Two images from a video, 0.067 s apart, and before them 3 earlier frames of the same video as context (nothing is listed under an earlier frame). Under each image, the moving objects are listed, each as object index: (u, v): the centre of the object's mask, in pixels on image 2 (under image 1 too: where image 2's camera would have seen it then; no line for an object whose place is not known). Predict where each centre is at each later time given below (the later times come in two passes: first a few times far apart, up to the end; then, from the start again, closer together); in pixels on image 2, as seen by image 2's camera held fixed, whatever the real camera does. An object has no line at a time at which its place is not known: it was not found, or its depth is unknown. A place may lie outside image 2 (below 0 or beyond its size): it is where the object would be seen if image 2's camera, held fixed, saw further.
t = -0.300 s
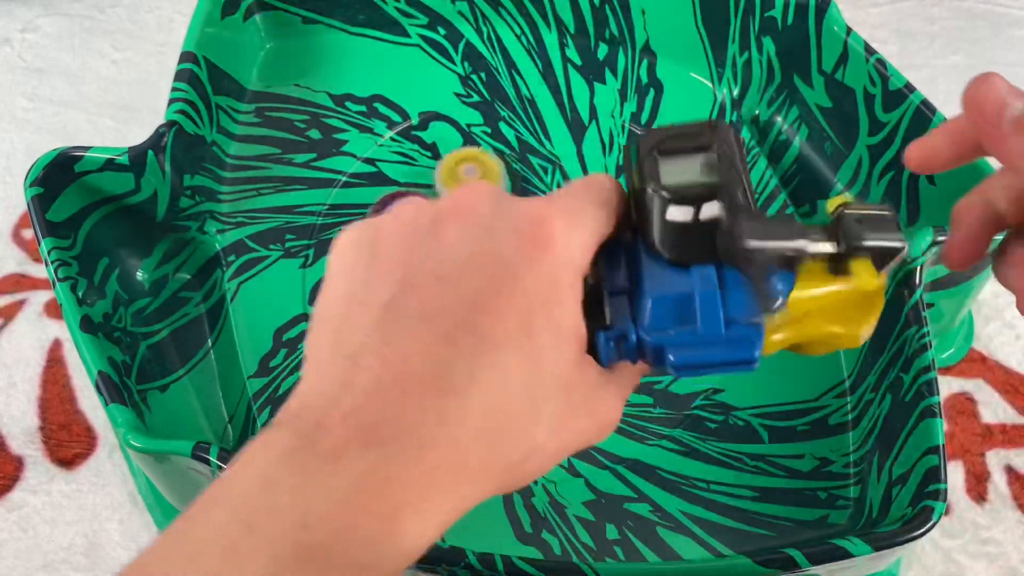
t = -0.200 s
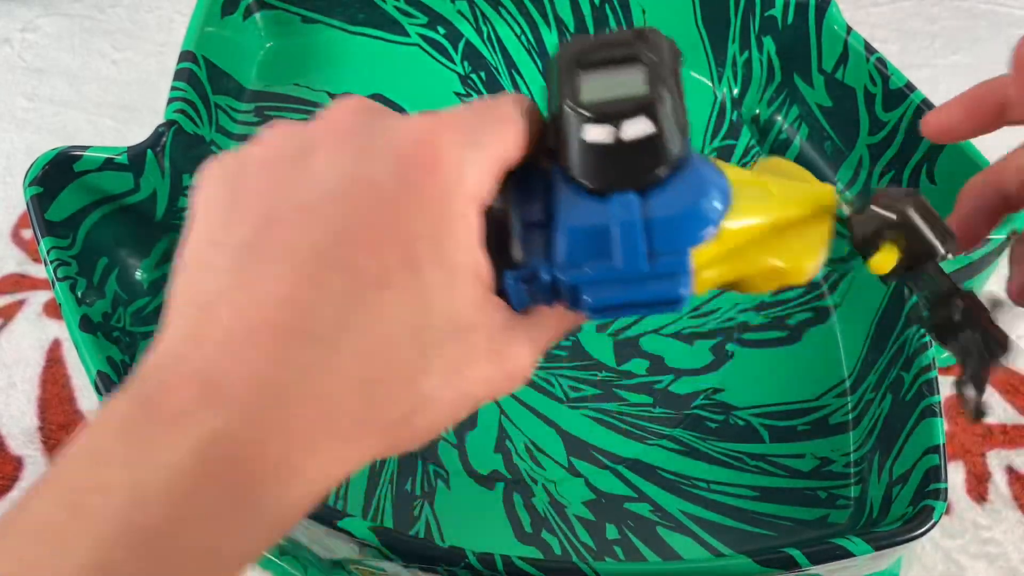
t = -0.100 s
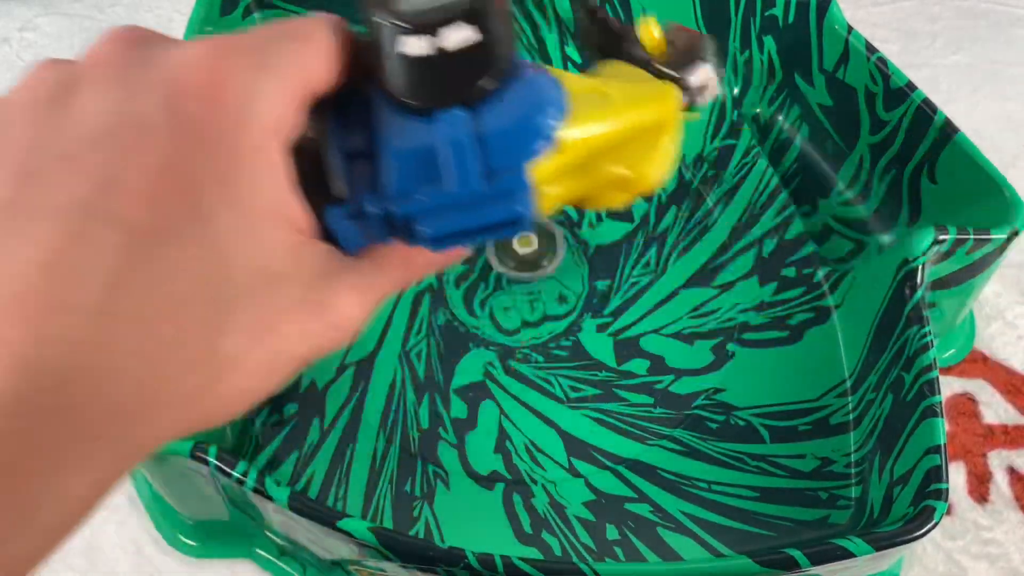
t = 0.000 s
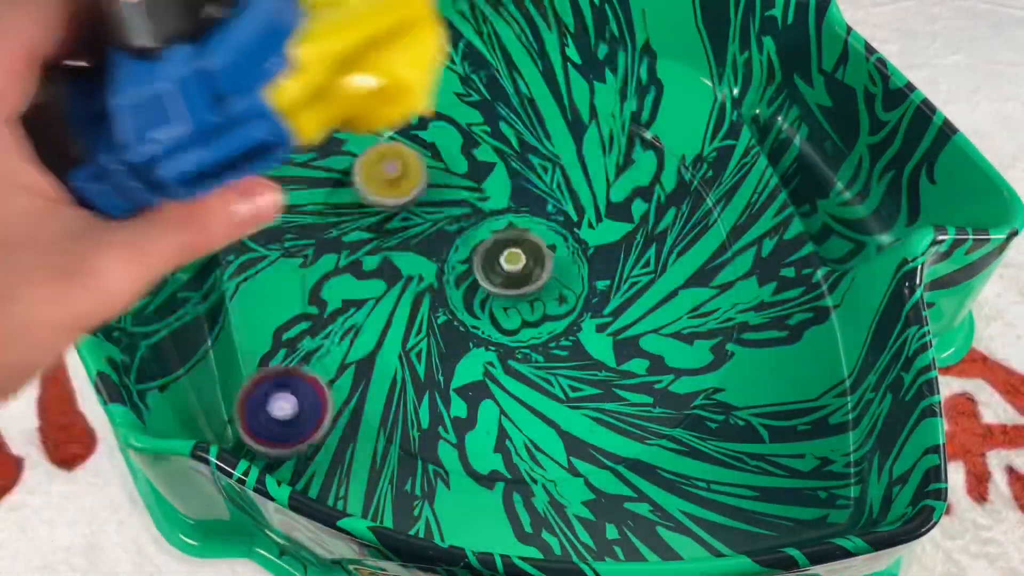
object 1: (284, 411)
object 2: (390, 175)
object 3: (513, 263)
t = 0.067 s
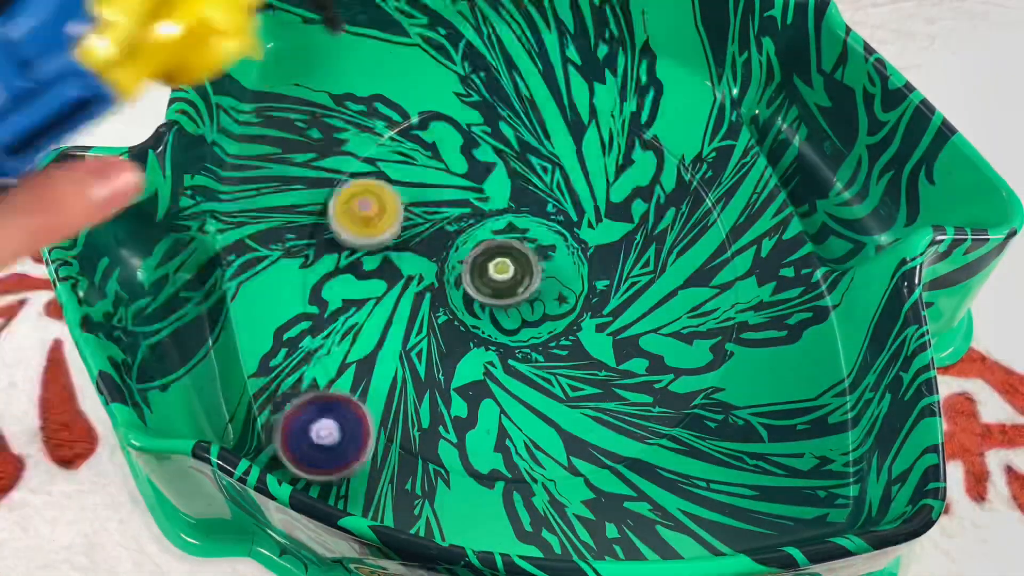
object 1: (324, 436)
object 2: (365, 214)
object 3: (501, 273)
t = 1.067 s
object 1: (599, 135)
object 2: (446, 232)
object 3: (331, 211)
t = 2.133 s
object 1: (386, 428)
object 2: (539, 126)
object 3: (726, 272)
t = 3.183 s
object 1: (539, 382)
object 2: (166, 281)
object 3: (363, 390)
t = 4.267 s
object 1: (498, 378)
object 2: (181, 307)
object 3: (461, 233)
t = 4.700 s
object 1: (524, 338)
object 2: (179, 294)
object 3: (453, 252)
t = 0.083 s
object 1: (337, 441)
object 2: (363, 225)
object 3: (498, 275)
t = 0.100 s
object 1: (349, 445)
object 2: (362, 236)
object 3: (496, 277)
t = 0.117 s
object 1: (363, 449)
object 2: (362, 247)
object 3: (493, 280)
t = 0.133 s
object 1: (377, 452)
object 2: (363, 259)
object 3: (490, 282)
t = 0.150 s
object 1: (389, 453)
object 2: (365, 270)
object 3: (486, 285)
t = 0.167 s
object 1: (403, 454)
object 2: (370, 281)
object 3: (484, 287)
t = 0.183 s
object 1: (416, 453)
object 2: (375, 292)
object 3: (482, 290)
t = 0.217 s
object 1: (442, 450)
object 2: (390, 312)
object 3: (476, 294)
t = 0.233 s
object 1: (455, 449)
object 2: (396, 322)
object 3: (477, 296)
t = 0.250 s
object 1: (468, 446)
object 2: (396, 331)
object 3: (491, 296)
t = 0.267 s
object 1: (481, 441)
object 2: (400, 340)
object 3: (504, 297)
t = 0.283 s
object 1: (495, 437)
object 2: (407, 349)
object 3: (516, 296)
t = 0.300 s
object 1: (507, 432)
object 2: (415, 356)
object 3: (527, 295)
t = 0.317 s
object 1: (520, 425)
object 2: (424, 362)
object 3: (539, 294)
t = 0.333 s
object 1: (531, 418)
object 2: (436, 368)
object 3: (549, 294)
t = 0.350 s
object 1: (542, 411)
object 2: (449, 372)
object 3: (557, 293)
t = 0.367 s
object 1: (553, 402)
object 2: (463, 375)
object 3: (566, 292)
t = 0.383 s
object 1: (562, 394)
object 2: (476, 377)
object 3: (573, 291)
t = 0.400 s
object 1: (578, 388)
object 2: (484, 375)
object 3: (579, 290)
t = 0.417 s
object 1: (595, 381)
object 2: (493, 374)
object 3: (584, 289)
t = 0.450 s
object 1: (624, 364)
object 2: (514, 368)
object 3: (591, 287)
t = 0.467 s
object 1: (636, 356)
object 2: (524, 364)
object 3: (593, 285)
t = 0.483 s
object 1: (647, 346)
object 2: (533, 359)
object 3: (594, 283)
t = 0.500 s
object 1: (658, 338)
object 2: (542, 353)
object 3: (593, 281)
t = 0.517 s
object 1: (673, 337)
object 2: (550, 347)
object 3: (587, 270)
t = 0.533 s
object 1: (685, 336)
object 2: (558, 338)
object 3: (581, 258)
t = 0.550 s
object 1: (696, 332)
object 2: (563, 331)
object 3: (574, 247)
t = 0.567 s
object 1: (708, 328)
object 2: (568, 323)
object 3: (568, 238)
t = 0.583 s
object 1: (716, 324)
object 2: (571, 314)
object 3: (562, 229)
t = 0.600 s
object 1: (724, 319)
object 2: (574, 304)
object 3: (555, 221)
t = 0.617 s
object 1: (730, 314)
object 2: (576, 294)
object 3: (549, 214)
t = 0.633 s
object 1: (734, 307)
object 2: (576, 284)
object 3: (543, 208)
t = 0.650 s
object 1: (737, 300)
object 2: (576, 275)
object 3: (537, 202)
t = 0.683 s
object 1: (739, 286)
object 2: (571, 256)
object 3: (525, 193)
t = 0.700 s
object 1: (738, 278)
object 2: (568, 247)
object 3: (520, 190)
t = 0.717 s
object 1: (735, 269)
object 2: (567, 243)
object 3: (511, 182)
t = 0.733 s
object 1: (732, 261)
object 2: (566, 238)
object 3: (501, 173)
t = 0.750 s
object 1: (727, 253)
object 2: (563, 233)
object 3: (491, 165)
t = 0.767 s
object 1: (723, 245)
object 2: (559, 228)
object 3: (481, 158)
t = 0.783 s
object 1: (718, 237)
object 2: (555, 222)
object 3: (471, 151)
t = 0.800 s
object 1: (712, 229)
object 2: (550, 217)
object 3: (460, 145)
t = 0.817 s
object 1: (706, 221)
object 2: (544, 213)
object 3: (447, 139)
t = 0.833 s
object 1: (700, 215)
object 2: (537, 208)
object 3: (436, 135)
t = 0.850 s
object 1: (694, 208)
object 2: (530, 205)
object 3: (424, 131)
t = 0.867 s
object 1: (687, 201)
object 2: (523, 202)
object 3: (412, 128)
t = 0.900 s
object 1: (674, 188)
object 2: (509, 200)
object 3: (388, 126)
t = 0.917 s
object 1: (667, 181)
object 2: (501, 200)
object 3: (379, 129)
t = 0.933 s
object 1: (659, 175)
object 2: (493, 200)
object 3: (371, 135)
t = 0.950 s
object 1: (652, 170)
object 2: (485, 202)
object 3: (362, 140)
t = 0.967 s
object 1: (644, 164)
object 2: (478, 204)
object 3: (354, 146)
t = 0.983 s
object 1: (637, 159)
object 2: (472, 208)
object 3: (347, 155)
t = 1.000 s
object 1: (630, 154)
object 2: (465, 212)
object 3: (343, 164)
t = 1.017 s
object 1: (622, 149)
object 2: (459, 216)
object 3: (338, 174)
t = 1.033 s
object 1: (614, 144)
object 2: (454, 221)
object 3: (335, 186)
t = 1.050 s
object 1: (606, 139)
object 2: (450, 227)
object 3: (332, 200)
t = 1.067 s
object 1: (599, 135)
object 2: (446, 232)
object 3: (331, 211)
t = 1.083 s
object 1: (591, 132)
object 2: (444, 239)
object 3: (331, 222)
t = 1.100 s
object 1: (582, 128)
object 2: (442, 246)
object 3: (331, 233)
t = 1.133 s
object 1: (566, 122)
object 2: (442, 260)
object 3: (334, 253)
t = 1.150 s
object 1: (558, 120)
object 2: (443, 268)
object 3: (336, 263)
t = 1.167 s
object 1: (549, 119)
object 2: (446, 275)
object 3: (339, 272)
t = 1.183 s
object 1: (541, 117)
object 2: (449, 282)
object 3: (343, 281)
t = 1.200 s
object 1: (533, 116)
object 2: (454, 288)
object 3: (346, 288)
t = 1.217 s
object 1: (524, 116)
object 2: (459, 294)
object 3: (351, 296)
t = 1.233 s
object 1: (516, 116)
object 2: (465, 299)
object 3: (355, 302)
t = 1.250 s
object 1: (507, 116)
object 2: (471, 304)
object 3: (360, 309)
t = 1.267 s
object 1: (499, 117)
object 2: (479, 308)
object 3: (365, 314)
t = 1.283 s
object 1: (491, 119)
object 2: (487, 311)
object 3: (370, 320)
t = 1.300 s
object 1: (483, 121)
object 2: (495, 313)
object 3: (375, 324)
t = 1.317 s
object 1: (475, 123)
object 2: (502, 315)
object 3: (380, 328)
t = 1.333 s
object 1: (468, 125)
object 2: (511, 316)
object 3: (386, 332)
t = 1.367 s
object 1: (453, 133)
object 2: (528, 315)
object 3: (397, 338)
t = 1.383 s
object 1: (446, 137)
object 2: (536, 313)
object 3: (401, 341)
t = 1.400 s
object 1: (440, 142)
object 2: (544, 311)
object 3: (406, 343)
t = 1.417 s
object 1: (434, 147)
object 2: (551, 307)
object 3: (411, 344)
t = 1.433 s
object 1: (428, 152)
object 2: (558, 303)
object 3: (416, 346)
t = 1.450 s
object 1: (422, 159)
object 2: (564, 299)
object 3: (420, 348)
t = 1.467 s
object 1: (417, 165)
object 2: (569, 293)
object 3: (425, 349)
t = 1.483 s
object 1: (412, 173)
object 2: (574, 287)
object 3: (430, 350)
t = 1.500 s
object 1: (409, 180)
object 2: (577, 281)
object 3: (434, 351)
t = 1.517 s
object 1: (405, 187)
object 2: (580, 274)
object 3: (439, 352)
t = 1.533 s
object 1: (402, 195)
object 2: (582, 268)
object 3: (443, 353)
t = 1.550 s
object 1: (400, 203)
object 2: (583, 261)
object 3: (447, 353)
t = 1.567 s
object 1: (398, 212)
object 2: (583, 254)
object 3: (452, 353)
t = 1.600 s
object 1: (398, 228)
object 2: (580, 241)
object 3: (461, 351)
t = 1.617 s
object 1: (398, 237)
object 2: (578, 235)
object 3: (465, 349)
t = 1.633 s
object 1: (399, 245)
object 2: (575, 229)
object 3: (469, 348)
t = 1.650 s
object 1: (401, 253)
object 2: (571, 223)
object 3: (472, 346)
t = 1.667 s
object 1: (403, 262)
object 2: (566, 218)
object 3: (476, 345)
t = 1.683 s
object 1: (407, 270)
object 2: (561, 213)
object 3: (479, 344)
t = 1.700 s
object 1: (411, 278)
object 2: (555, 209)
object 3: (482, 342)
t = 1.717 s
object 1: (415, 286)
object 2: (549, 205)
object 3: (486, 340)
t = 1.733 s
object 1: (418, 292)
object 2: (543, 202)
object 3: (491, 342)
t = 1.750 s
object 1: (413, 289)
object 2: (536, 200)
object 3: (509, 353)
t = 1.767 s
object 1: (408, 285)
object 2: (528, 199)
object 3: (527, 362)
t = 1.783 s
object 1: (404, 283)
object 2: (521, 198)
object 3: (544, 370)
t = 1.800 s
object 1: (402, 280)
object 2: (514, 198)
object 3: (560, 378)
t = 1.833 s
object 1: (400, 278)
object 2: (499, 201)
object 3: (590, 389)
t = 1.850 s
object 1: (400, 278)
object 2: (493, 203)
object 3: (604, 393)
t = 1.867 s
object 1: (401, 278)
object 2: (486, 206)
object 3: (617, 395)
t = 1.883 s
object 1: (403, 278)
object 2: (480, 210)
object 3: (629, 397)
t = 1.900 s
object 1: (405, 280)
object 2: (475, 215)
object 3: (640, 397)
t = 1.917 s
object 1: (409, 281)
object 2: (470, 219)
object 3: (651, 396)
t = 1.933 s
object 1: (412, 284)
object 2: (466, 225)
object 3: (662, 394)
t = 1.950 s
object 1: (416, 287)
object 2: (463, 230)
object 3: (671, 391)
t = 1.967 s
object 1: (417, 296)
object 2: (464, 232)
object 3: (681, 386)
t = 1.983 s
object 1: (399, 322)
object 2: (484, 217)
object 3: (690, 380)
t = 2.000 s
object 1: (379, 349)
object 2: (500, 202)
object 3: (698, 373)
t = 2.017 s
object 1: (362, 374)
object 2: (514, 190)
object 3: (705, 365)
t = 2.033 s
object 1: (347, 397)
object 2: (524, 179)
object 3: (712, 354)
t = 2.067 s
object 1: (331, 436)
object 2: (538, 160)
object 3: (722, 331)
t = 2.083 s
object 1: (330, 448)
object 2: (541, 151)
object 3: (725, 317)
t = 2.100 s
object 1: (349, 437)
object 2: (543, 141)
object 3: (727, 301)
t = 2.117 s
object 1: (368, 432)
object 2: (542, 134)
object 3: (727, 287)
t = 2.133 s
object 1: (386, 428)
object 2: (539, 126)
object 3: (726, 272)
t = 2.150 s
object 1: (404, 425)
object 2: (535, 118)
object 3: (724, 257)
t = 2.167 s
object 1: (423, 423)
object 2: (531, 111)
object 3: (721, 241)
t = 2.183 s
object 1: (441, 421)
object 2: (525, 105)
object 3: (715, 224)
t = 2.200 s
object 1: (465, 413)
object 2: (518, 99)
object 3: (709, 209)
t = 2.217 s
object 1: (487, 408)
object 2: (511, 96)
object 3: (702, 192)
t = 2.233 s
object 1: (510, 402)
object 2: (504, 98)
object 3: (693, 177)
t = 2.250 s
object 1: (531, 394)
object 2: (497, 100)
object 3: (683, 161)
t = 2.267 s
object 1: (552, 385)
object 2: (490, 100)
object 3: (668, 146)
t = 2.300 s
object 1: (589, 368)
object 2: (475, 102)
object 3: (634, 125)
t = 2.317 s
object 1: (605, 358)
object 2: (468, 104)
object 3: (616, 115)
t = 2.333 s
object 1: (619, 348)
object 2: (462, 106)
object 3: (597, 106)
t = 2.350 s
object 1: (634, 336)
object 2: (456, 109)
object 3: (578, 99)
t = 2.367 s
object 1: (646, 324)
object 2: (450, 114)
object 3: (557, 95)
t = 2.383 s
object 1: (657, 313)
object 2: (445, 119)
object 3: (534, 93)
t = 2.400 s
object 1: (666, 302)
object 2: (442, 125)
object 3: (513, 92)
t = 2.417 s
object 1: (675, 291)
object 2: (421, 136)
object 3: (515, 85)
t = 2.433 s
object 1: (682, 280)
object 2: (389, 148)
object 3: (534, 75)
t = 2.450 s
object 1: (687, 269)
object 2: (359, 162)
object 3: (554, 68)
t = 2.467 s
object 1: (691, 259)
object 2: (336, 180)
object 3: (571, 61)
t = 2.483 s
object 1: (694, 250)
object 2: (314, 202)
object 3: (588, 56)
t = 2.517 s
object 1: (696, 232)
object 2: (275, 247)
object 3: (612, 69)
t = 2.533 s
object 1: (696, 223)
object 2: (261, 268)
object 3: (623, 81)
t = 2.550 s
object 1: (695, 215)
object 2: (249, 289)
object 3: (632, 90)
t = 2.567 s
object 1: (693, 207)
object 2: (241, 311)
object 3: (641, 101)
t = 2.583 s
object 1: (691, 200)
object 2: (235, 334)
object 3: (650, 112)
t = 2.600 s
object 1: (688, 193)
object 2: (230, 360)
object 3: (656, 123)
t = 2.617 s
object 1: (690, 204)
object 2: (223, 387)
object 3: (655, 117)
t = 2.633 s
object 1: (694, 219)
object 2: (221, 410)
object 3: (651, 103)
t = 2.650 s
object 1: (697, 233)
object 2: (233, 408)
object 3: (646, 91)
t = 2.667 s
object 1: (698, 249)
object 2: (227, 403)
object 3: (638, 78)
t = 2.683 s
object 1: (698, 263)
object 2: (223, 400)
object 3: (630, 68)
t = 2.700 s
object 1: (697, 279)
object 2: (220, 400)
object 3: (617, 65)
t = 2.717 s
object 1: (696, 293)
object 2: (219, 400)
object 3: (601, 67)
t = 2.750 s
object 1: (692, 319)
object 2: (221, 403)
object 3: (569, 76)
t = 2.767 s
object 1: (688, 331)
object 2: (217, 399)
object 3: (552, 81)
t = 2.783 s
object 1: (683, 343)
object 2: (214, 394)
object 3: (533, 87)
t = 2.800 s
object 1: (678, 355)
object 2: (212, 388)
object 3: (516, 94)
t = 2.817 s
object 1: (673, 364)
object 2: (210, 381)
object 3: (497, 102)
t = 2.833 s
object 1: (667, 373)
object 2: (209, 374)
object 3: (479, 111)
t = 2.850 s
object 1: (661, 381)
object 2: (207, 366)
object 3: (463, 119)
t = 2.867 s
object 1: (654, 389)
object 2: (204, 359)
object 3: (447, 127)
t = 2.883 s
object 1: (647, 395)
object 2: (200, 352)
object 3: (432, 136)
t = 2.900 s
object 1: (640, 400)
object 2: (195, 344)
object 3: (417, 145)
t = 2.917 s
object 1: (633, 405)
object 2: (189, 338)
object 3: (404, 155)
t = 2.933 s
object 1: (626, 409)
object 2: (185, 330)
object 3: (391, 165)
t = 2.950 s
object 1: (618, 412)
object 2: (182, 320)
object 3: (380, 175)
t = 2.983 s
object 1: (604, 415)
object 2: (176, 305)
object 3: (360, 197)
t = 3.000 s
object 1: (598, 415)
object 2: (175, 299)
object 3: (351, 209)
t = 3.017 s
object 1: (591, 415)
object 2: (171, 293)
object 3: (343, 221)
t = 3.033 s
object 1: (585, 414)
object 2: (168, 288)
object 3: (336, 235)
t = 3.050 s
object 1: (579, 413)
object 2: (167, 283)
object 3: (329, 250)
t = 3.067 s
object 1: (573, 410)
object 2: (163, 279)
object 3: (325, 267)
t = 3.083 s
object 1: (567, 408)
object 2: (163, 277)
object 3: (322, 283)
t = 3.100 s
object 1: (562, 404)
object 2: (164, 278)
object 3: (320, 302)
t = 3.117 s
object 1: (556, 400)
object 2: (166, 282)
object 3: (320, 320)
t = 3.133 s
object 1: (552, 396)
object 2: (167, 281)
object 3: (325, 339)
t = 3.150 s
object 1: (547, 392)
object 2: (167, 280)
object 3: (333, 357)
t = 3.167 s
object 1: (543, 386)
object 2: (167, 280)
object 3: (345, 375)
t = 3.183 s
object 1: (539, 382)
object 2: (166, 281)
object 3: (363, 390)
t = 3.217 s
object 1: (532, 371)
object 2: (167, 280)
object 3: (405, 418)
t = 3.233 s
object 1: (529, 366)
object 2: (167, 280)
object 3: (428, 432)
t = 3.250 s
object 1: (526, 360)
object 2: (167, 280)
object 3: (452, 446)
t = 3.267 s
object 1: (523, 354)
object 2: (167, 280)
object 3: (479, 456)
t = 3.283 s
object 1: (521, 349)
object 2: (167, 280)
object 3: (508, 461)
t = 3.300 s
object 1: (519, 343)
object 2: (167, 281)
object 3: (540, 465)
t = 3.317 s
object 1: (517, 337)
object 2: (167, 281)
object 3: (570, 465)
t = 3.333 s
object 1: (516, 332)
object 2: (167, 281)
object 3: (601, 462)
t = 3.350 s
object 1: (514, 326)
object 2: (167, 281)
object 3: (631, 459)
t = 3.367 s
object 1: (513, 321)
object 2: (167, 281)
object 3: (660, 455)
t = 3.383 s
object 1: (512, 316)
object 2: (167, 281)
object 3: (687, 451)
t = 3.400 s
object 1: (511, 311)
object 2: (167, 281)
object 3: (714, 445)
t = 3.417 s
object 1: (510, 307)
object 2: (167, 280)
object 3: (737, 441)
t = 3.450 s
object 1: (509, 297)
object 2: (167, 282)
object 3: (781, 430)
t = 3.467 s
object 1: (509, 294)
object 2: (167, 283)
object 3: (800, 424)
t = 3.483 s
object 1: (509, 290)
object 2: (168, 284)
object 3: (817, 418)
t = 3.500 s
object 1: (507, 286)
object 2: (168, 285)
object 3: (818, 409)
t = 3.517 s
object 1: (508, 284)
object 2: (169, 287)
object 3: (807, 398)
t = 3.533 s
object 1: (508, 281)
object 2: (170, 288)
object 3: (794, 389)
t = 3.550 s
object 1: (508, 279)
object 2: (171, 290)
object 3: (780, 381)
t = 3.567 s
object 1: (508, 277)
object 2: (172, 291)
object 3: (768, 371)
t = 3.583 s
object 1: (508, 275)
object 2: (173, 293)
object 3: (756, 362)
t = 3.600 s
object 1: (508, 274)
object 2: (173, 295)
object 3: (743, 355)
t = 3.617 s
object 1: (508, 274)
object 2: (173, 297)
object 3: (731, 346)
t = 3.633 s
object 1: (508, 274)
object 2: (174, 299)
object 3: (719, 338)
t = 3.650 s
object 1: (507, 274)
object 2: (175, 300)
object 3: (706, 332)
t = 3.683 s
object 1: (507, 277)
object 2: (178, 303)
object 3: (681, 317)
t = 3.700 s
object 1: (506, 278)
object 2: (180, 304)
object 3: (667, 309)
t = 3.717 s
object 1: (506, 280)
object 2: (181, 305)
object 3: (654, 303)
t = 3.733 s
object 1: (505, 283)
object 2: (182, 307)
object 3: (641, 294)
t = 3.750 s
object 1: (504, 285)
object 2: (180, 308)
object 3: (627, 287)
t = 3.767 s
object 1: (503, 289)
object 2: (178, 310)
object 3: (615, 280)
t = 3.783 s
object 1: (502, 292)
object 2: (179, 310)
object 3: (602, 274)
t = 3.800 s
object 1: (500, 296)
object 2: (181, 311)
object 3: (590, 267)
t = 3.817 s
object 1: (498, 300)
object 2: (182, 311)
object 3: (579, 260)
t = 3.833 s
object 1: (496, 305)
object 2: (181, 312)
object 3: (568, 254)
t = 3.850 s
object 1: (495, 309)
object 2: (181, 312)
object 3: (557, 248)
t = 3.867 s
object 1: (493, 313)
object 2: (181, 313)
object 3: (547, 243)
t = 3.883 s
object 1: (492, 317)
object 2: (181, 314)
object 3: (538, 238)
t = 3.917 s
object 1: (489, 325)
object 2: (182, 314)
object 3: (522, 230)
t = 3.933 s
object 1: (488, 328)
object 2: (182, 314)
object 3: (515, 227)
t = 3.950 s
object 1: (488, 333)
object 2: (180, 314)
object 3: (508, 224)
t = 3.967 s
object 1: (487, 336)
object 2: (181, 314)
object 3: (503, 222)
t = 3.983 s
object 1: (487, 340)
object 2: (182, 313)
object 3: (498, 221)
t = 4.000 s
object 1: (487, 343)
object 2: (182, 312)
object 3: (493, 220)
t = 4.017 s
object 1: (486, 346)
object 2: (181, 312)
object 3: (489, 220)
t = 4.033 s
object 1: (486, 349)
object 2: (180, 312)
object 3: (486, 220)
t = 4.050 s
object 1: (487, 352)
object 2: (180, 312)
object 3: (483, 220)
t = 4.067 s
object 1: (487, 355)
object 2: (181, 312)
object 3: (480, 221)
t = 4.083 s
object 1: (487, 358)
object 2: (182, 311)
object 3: (478, 221)
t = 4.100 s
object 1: (487, 360)
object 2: (181, 310)
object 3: (476, 222)
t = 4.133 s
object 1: (489, 366)
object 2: (179, 309)
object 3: (471, 224)
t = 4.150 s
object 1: (490, 368)
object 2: (178, 309)
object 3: (469, 225)
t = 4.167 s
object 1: (491, 370)
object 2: (178, 309)
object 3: (467, 227)
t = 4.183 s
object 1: (492, 373)
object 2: (178, 309)
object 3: (466, 228)
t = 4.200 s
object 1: (493, 374)
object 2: (179, 309)
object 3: (465, 229)
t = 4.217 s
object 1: (494, 376)
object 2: (180, 308)
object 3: (464, 230)
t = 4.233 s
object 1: (495, 377)
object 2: (180, 308)
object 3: (463, 231)
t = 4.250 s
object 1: (497, 378)
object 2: (181, 308)
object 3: (462, 232)
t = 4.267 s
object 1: (498, 378)
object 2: (181, 307)
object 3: (461, 233)
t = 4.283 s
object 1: (499, 379)
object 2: (181, 307)
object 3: (461, 234)
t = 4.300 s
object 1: (500, 379)
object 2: (180, 307)
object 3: (460, 234)
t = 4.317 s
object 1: (502, 379)
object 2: (180, 306)
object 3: (459, 235)
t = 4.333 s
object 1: (503, 379)
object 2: (179, 306)
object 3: (459, 236)
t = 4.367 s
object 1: (505, 379)
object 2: (179, 305)
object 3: (457, 237)
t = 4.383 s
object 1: (506, 378)
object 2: (179, 304)
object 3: (457, 238)
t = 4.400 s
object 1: (508, 377)
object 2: (179, 304)
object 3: (456, 239)
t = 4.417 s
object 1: (509, 377)
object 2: (179, 304)
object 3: (456, 240)
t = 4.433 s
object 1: (510, 376)
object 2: (179, 303)
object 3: (456, 241)
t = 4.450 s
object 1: (511, 374)
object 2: (179, 303)
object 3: (455, 242)
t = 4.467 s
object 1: (512, 373)
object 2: (179, 303)
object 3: (455, 243)
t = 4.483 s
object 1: (513, 372)
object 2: (179, 302)
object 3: (454, 244)
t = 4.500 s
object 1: (514, 371)
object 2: (179, 302)
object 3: (454, 244)
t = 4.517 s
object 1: (515, 369)
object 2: (180, 302)
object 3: (454, 245)
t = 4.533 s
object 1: (516, 368)
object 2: (180, 301)
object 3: (454, 246)
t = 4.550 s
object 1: (517, 366)
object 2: (180, 301)
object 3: (453, 247)
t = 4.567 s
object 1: (519, 363)
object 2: (179, 301)
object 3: (453, 247)
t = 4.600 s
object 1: (521, 359)
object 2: (175, 300)
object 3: (453, 249)
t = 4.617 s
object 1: (522, 356)
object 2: (174, 300)
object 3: (453, 249)
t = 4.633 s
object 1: (523, 353)
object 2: (174, 299)
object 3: (453, 250)
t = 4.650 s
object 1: (523, 350)
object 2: (175, 298)
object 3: (453, 251)
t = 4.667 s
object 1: (524, 346)
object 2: (176, 296)
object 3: (453, 251)
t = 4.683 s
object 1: (524, 342)
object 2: (178, 295)
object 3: (453, 252)
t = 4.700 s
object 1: (524, 338)
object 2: (179, 294)
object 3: (453, 252)
